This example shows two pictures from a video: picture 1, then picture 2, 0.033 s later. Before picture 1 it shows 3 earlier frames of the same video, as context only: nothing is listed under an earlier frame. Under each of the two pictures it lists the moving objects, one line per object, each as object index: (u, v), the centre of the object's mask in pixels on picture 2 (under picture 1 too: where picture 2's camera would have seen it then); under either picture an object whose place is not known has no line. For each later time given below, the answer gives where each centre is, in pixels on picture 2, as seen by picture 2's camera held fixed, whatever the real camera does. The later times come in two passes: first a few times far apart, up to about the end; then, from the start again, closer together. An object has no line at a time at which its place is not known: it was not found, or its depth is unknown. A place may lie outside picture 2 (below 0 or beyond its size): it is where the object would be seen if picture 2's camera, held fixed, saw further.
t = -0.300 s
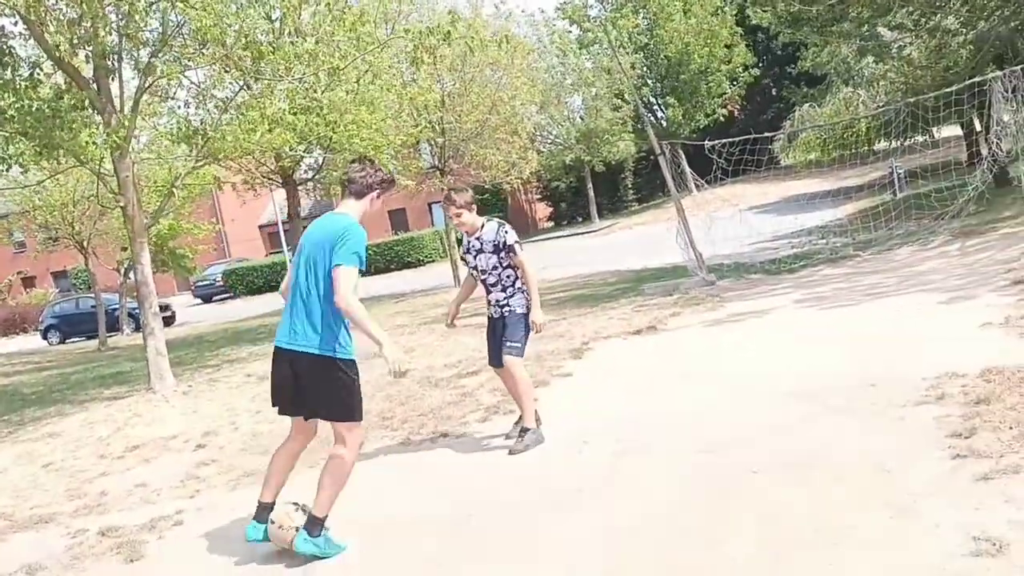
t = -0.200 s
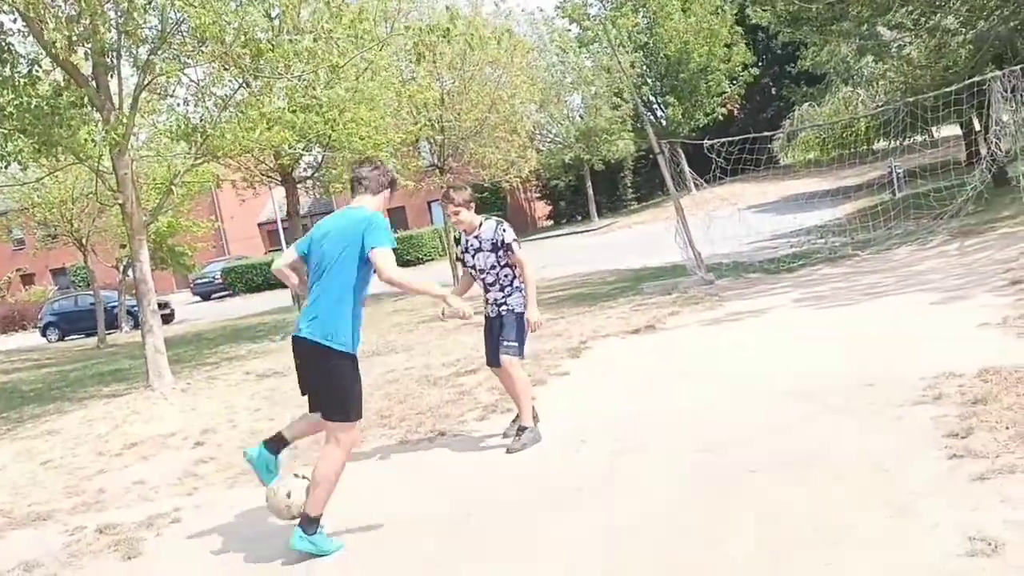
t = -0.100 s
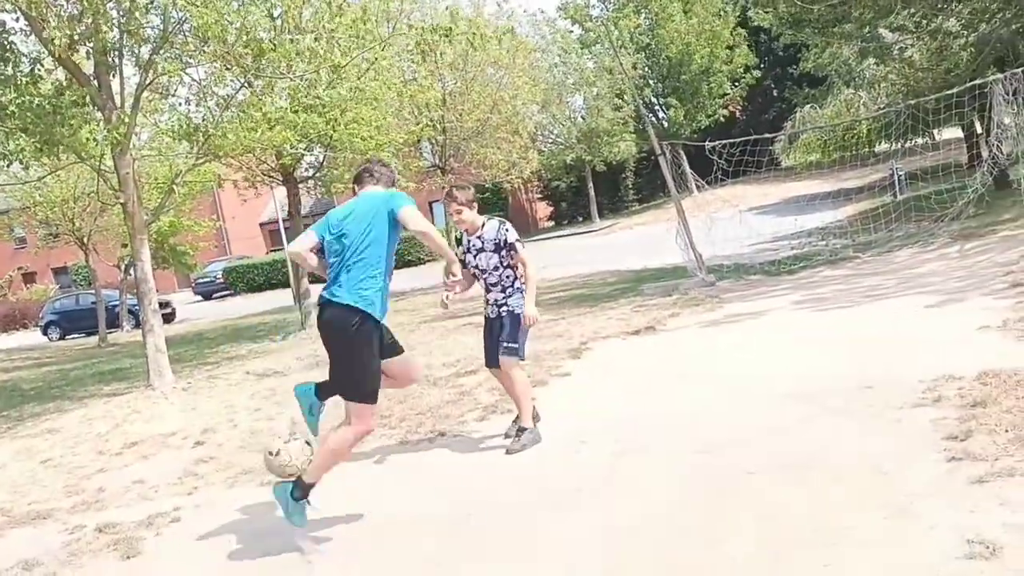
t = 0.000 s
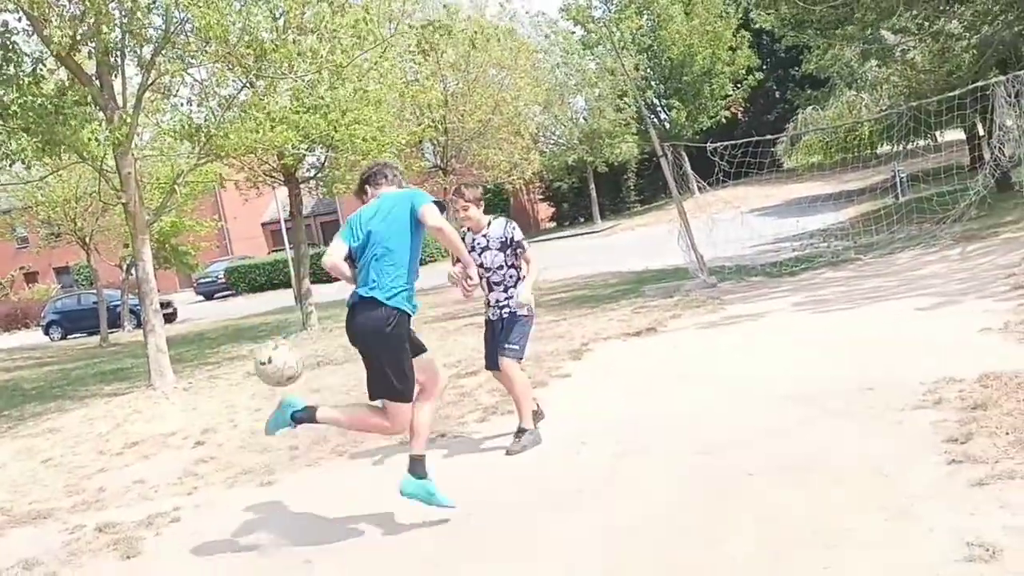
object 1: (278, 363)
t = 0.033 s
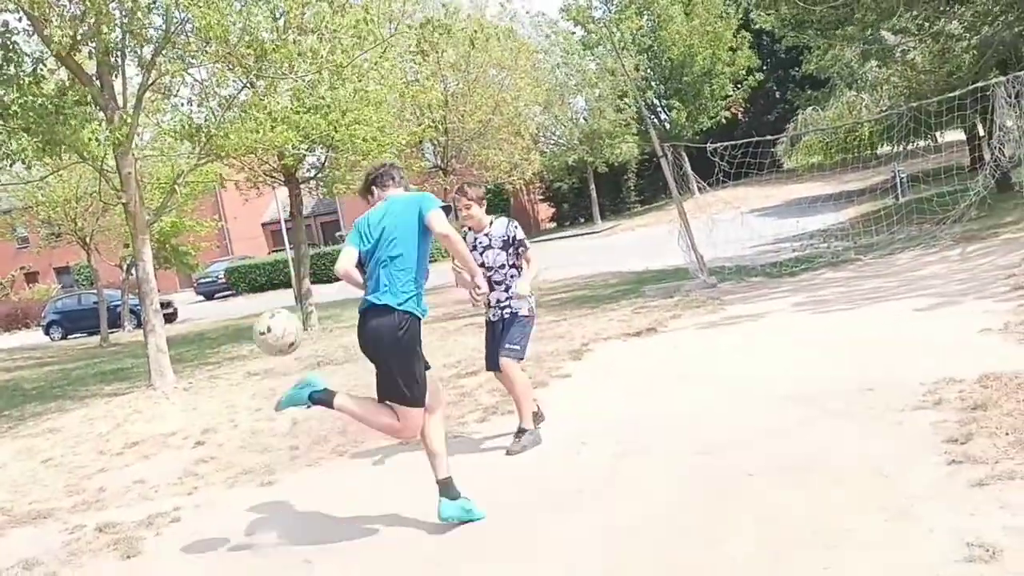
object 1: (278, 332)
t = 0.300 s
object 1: (288, 169)
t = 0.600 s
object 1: (334, 178)
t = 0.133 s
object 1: (279, 254)
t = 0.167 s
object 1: (279, 232)
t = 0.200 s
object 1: (281, 213)
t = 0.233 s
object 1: (282, 196)
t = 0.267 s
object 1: (283, 182)
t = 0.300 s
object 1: (288, 169)
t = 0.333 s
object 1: (288, 161)
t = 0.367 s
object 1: (295, 154)
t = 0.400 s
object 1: (297, 150)
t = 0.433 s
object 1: (304, 149)
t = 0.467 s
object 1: (307, 149)
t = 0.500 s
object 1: (313, 152)
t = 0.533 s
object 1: (320, 159)
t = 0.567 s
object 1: (326, 166)
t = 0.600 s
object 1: (334, 178)
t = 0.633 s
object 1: (342, 192)
